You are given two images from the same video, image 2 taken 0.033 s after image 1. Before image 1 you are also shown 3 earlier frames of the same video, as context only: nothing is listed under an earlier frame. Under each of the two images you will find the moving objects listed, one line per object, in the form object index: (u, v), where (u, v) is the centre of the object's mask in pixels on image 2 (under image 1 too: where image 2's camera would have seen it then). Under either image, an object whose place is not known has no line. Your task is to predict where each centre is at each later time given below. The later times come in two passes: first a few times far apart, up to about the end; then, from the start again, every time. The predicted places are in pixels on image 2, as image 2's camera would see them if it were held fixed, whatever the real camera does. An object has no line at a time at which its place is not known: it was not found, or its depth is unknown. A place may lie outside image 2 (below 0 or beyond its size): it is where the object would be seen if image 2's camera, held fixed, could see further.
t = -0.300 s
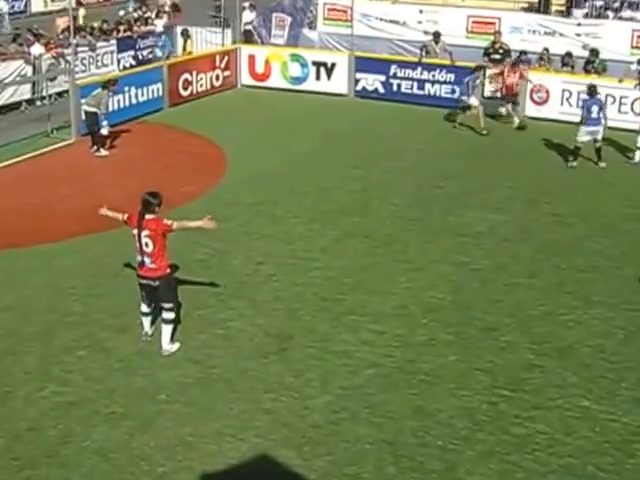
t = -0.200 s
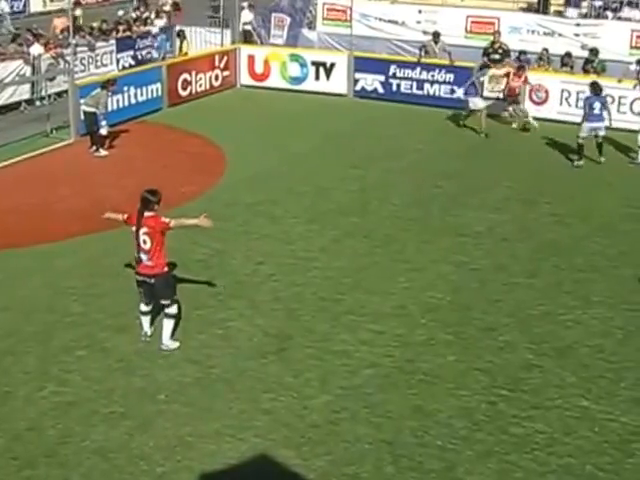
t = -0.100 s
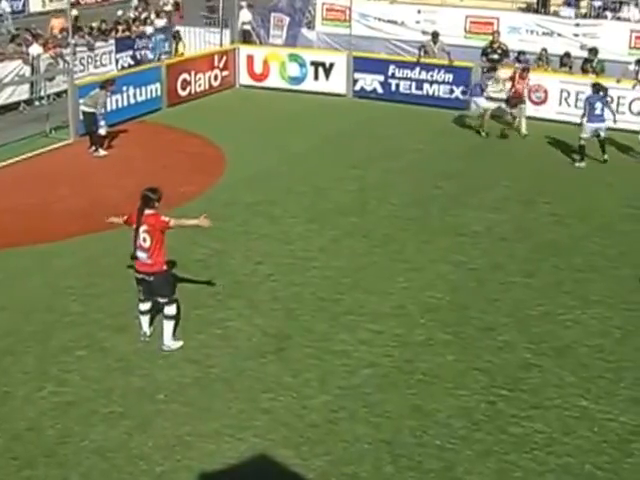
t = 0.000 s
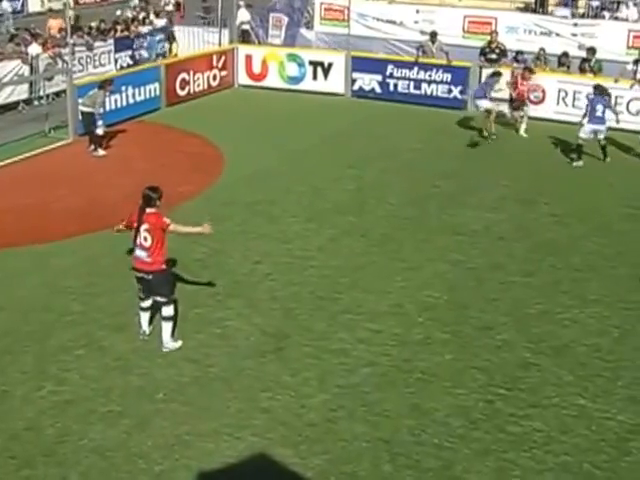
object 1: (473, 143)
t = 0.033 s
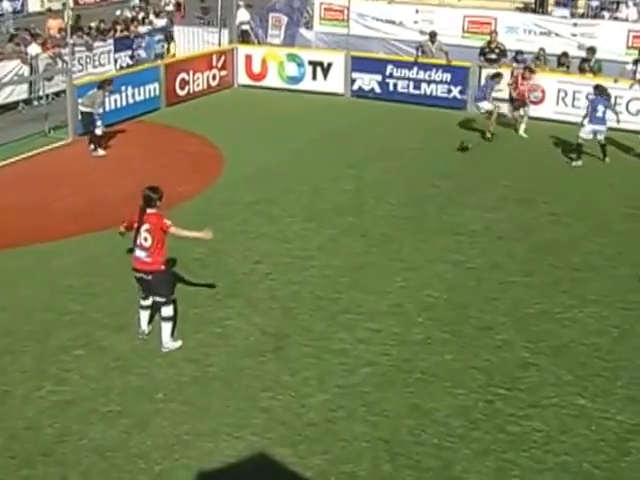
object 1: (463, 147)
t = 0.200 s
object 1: (419, 157)
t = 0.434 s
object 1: (353, 179)
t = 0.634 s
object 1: (294, 196)
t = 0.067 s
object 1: (453, 149)
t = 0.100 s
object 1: (445, 151)
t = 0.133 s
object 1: (437, 152)
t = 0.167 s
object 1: (428, 154)
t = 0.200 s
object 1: (419, 157)
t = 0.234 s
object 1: (410, 161)
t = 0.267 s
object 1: (401, 164)
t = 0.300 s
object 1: (391, 168)
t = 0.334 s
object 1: (382, 169)
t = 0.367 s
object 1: (373, 172)
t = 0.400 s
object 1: (363, 175)
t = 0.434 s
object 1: (353, 179)
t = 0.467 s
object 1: (344, 182)
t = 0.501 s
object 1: (335, 184)
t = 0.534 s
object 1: (325, 185)
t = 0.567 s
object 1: (314, 189)
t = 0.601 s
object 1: (305, 191)
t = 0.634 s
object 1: (294, 196)
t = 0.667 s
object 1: (283, 199)
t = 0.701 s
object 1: (273, 201)
